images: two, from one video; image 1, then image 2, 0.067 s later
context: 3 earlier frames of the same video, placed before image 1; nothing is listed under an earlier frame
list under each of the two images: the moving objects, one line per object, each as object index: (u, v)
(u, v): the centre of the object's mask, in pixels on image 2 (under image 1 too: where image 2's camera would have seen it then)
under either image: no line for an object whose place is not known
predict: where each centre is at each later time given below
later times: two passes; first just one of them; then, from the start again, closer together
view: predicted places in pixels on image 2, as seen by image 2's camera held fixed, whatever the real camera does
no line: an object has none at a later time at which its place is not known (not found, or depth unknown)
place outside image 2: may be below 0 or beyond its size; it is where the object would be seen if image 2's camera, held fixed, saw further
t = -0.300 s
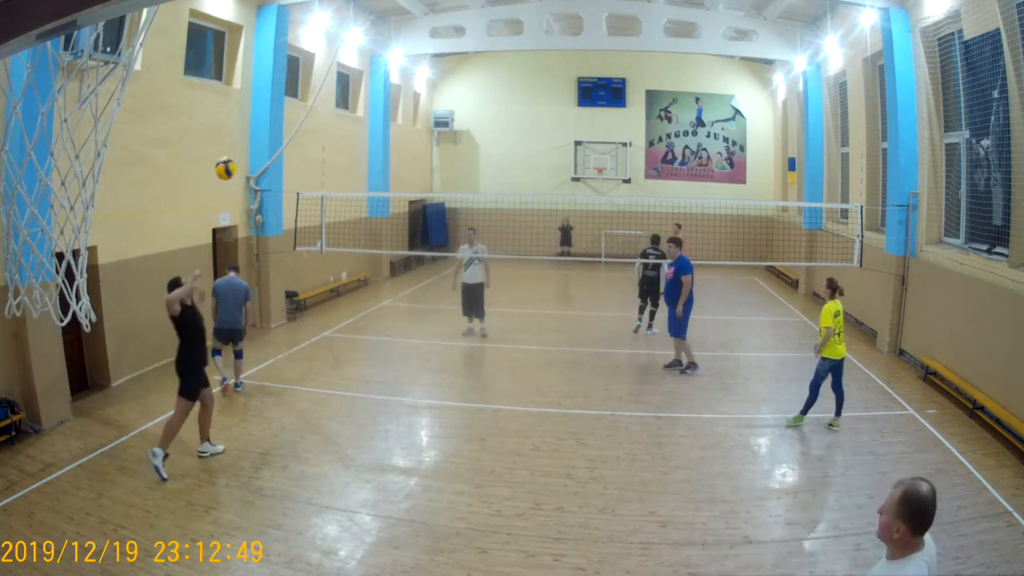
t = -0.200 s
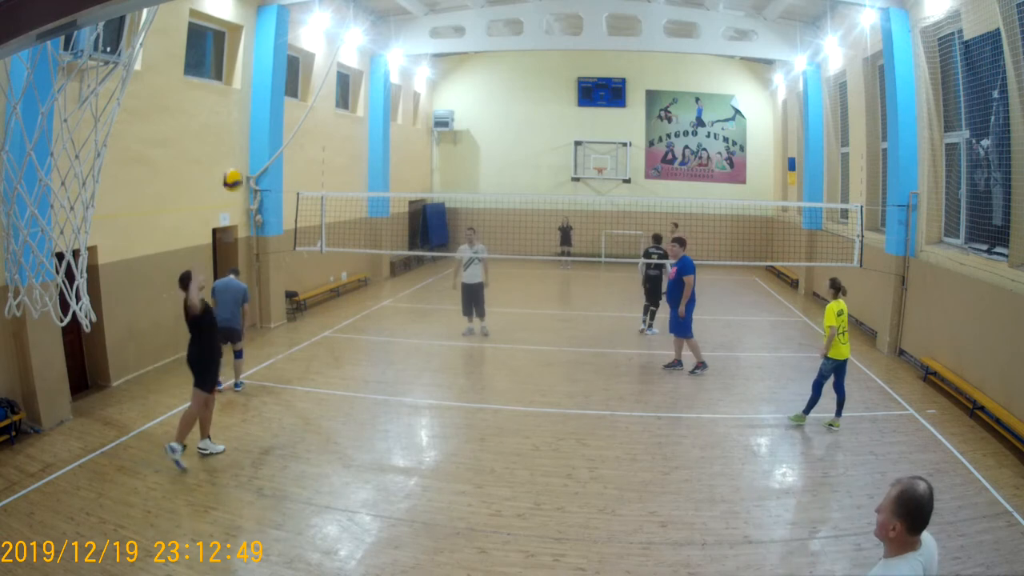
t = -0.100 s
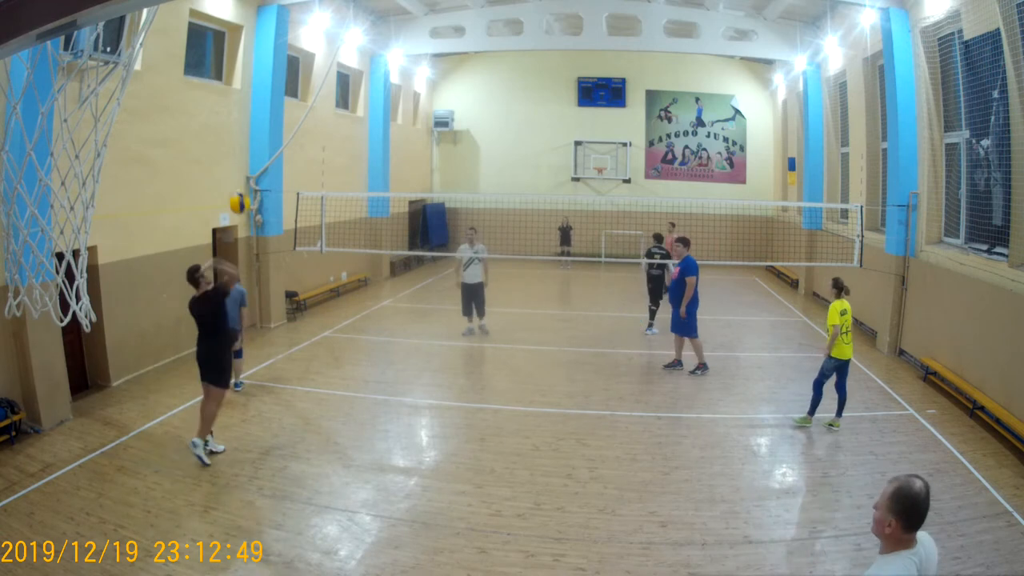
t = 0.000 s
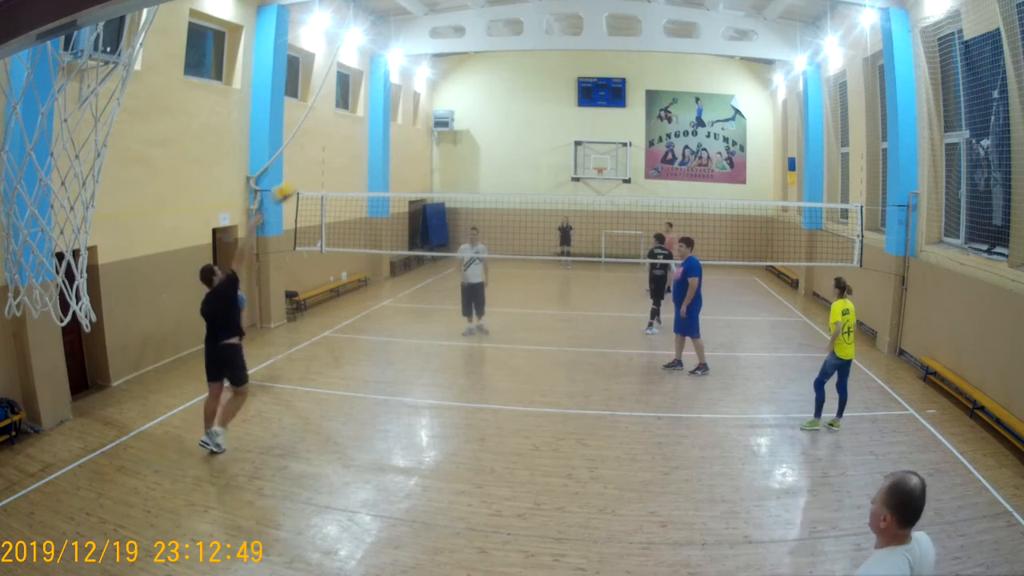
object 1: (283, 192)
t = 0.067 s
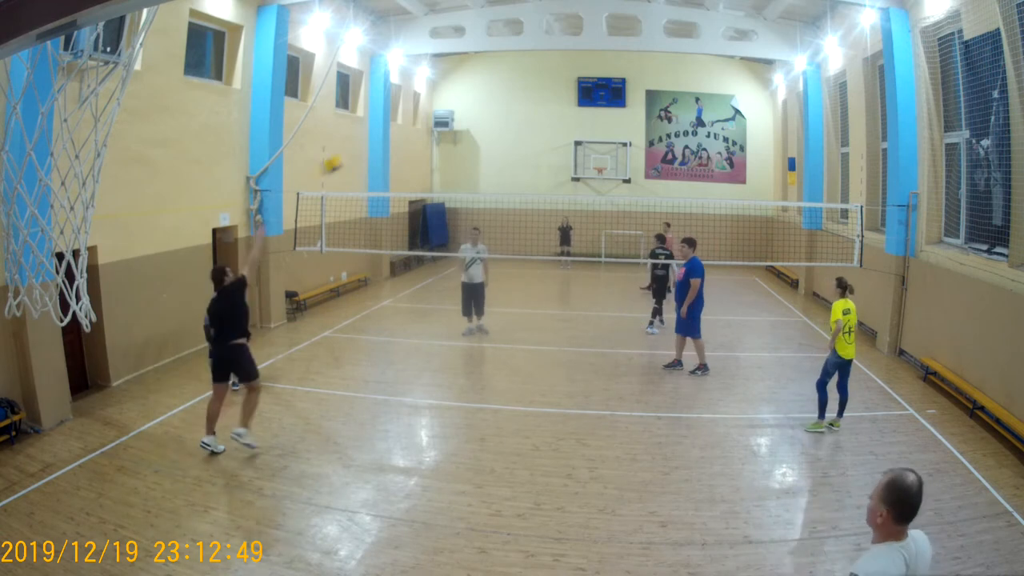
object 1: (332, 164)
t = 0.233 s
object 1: (423, 123)
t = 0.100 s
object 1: (355, 152)
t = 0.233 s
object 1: (423, 123)
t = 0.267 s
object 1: (435, 121)
